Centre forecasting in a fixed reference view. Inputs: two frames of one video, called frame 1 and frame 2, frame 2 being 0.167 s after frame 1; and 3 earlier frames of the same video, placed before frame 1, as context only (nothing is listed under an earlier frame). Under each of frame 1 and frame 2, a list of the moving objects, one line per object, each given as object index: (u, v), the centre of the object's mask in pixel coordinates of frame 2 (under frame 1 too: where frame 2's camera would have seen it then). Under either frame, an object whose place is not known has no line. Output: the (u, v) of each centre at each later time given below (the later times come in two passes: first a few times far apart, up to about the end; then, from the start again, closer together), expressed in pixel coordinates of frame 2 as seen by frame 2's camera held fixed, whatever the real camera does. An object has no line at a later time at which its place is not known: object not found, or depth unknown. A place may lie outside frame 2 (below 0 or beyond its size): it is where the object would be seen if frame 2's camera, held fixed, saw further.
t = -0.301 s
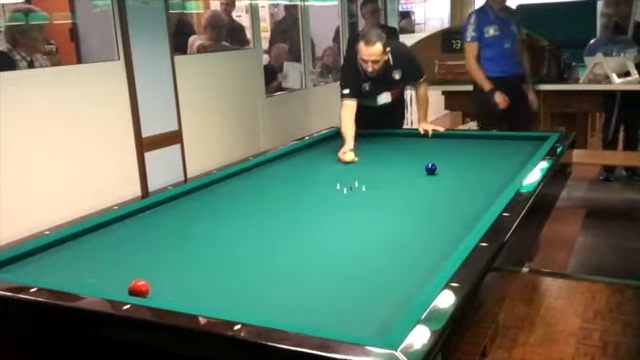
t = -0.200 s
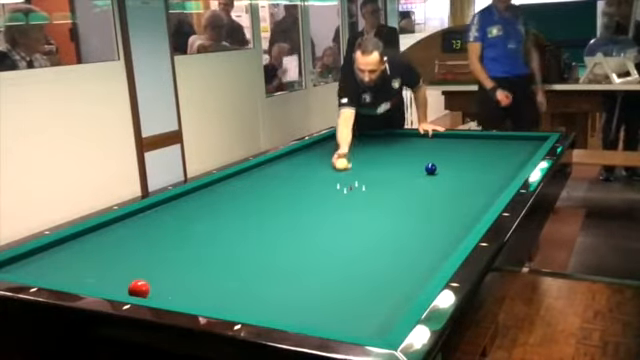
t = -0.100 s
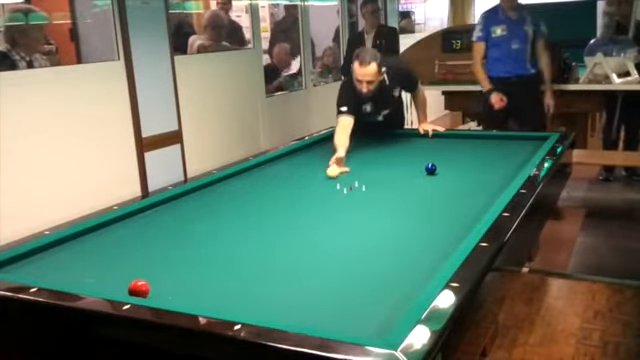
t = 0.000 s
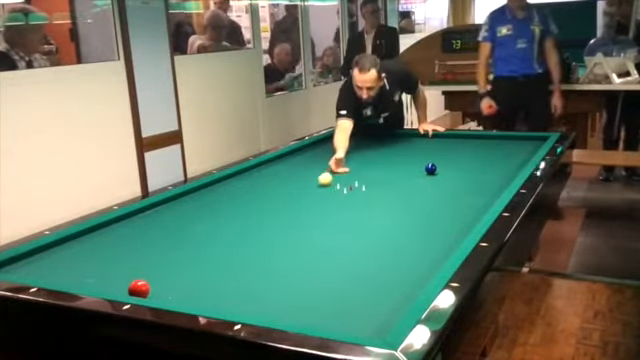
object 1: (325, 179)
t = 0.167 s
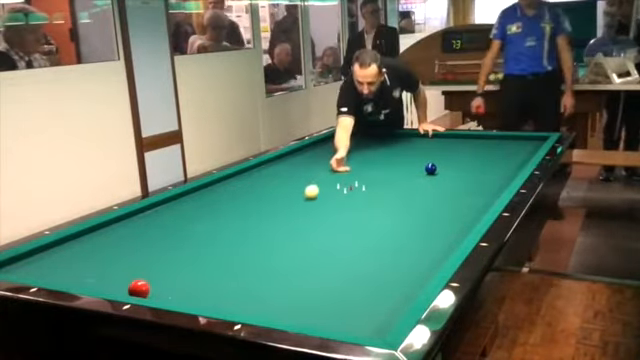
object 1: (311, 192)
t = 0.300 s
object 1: (300, 203)
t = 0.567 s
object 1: (272, 229)
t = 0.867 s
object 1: (229, 270)
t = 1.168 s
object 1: (226, 287)
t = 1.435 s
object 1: (280, 263)
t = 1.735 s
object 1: (325, 244)
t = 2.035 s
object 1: (363, 228)
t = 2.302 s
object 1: (393, 216)
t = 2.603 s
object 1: (422, 203)
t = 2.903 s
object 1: (446, 193)
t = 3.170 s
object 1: (467, 185)
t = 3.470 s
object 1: (487, 176)
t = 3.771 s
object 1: (504, 168)
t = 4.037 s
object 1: (519, 162)
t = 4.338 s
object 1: (527, 154)
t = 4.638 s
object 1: (528, 150)
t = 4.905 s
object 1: (529, 145)
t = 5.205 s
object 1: (530, 141)
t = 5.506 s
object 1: (529, 137)
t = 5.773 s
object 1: (524, 139)
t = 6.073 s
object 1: (518, 141)
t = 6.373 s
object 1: (512, 143)
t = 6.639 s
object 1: (507, 145)
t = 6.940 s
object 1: (502, 147)
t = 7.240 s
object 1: (496, 149)
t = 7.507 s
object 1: (492, 150)
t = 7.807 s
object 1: (487, 152)
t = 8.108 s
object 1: (482, 154)
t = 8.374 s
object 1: (477, 155)
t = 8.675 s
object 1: (473, 157)
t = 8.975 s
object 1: (469, 158)
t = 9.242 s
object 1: (466, 159)
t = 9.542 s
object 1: (462, 160)
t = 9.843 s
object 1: (459, 161)
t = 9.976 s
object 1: (458, 162)
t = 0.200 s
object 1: (308, 194)
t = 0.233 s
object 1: (306, 197)
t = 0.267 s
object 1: (303, 200)
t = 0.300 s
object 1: (300, 203)
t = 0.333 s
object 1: (296, 206)
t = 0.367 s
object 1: (293, 208)
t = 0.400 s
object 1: (290, 212)
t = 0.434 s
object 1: (287, 215)
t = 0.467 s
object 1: (283, 218)
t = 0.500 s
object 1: (279, 222)
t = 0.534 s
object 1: (275, 226)
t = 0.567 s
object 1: (272, 229)
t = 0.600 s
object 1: (268, 234)
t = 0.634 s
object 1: (263, 237)
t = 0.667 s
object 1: (259, 241)
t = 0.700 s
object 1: (255, 245)
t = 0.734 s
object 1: (250, 250)
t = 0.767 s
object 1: (245, 254)
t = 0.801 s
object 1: (240, 259)
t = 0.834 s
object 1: (235, 264)
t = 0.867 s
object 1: (229, 270)
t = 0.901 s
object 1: (223, 275)
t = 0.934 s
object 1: (218, 281)
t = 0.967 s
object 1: (211, 287)
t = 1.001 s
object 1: (204, 293)
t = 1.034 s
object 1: (198, 297)
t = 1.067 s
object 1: (198, 298)
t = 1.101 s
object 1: (209, 296)
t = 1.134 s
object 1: (218, 292)
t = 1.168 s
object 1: (226, 287)
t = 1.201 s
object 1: (235, 284)
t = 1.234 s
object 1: (242, 280)
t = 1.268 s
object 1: (250, 276)
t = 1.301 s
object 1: (257, 273)
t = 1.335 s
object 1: (263, 270)
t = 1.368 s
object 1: (269, 268)
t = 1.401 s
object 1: (275, 265)
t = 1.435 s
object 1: (280, 263)
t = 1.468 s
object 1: (286, 261)
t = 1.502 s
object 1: (291, 258)
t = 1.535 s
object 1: (296, 256)
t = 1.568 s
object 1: (301, 254)
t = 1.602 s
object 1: (306, 252)
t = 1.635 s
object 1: (311, 250)
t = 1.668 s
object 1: (316, 248)
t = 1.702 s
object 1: (321, 246)
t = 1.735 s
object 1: (325, 244)
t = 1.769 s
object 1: (330, 242)
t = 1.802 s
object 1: (335, 240)
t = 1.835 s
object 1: (339, 238)
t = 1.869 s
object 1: (343, 236)
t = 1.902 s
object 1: (348, 235)
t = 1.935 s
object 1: (352, 233)
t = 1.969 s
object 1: (355, 231)
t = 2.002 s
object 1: (360, 229)
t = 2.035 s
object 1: (363, 228)
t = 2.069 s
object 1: (368, 226)
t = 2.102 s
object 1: (371, 225)
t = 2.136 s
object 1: (375, 223)
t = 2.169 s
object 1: (379, 222)
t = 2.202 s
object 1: (382, 220)
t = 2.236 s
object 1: (386, 219)
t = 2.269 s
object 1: (389, 217)
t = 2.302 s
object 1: (393, 216)
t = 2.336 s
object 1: (396, 214)
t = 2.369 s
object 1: (399, 213)
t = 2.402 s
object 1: (403, 211)
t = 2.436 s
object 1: (406, 210)
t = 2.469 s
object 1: (409, 209)
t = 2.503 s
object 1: (412, 207)
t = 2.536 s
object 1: (415, 206)
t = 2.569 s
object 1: (419, 205)
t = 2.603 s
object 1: (422, 203)
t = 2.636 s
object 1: (424, 202)
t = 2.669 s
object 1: (427, 201)
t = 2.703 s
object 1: (430, 200)
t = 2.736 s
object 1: (433, 198)
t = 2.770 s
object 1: (436, 197)
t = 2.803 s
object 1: (439, 196)
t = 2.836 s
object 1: (441, 195)
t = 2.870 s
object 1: (444, 194)
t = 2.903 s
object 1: (446, 193)
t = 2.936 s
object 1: (449, 192)
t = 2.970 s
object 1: (452, 191)
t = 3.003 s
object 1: (454, 190)
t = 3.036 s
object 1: (457, 188)
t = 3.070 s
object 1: (459, 187)
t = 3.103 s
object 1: (462, 186)
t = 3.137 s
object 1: (464, 185)
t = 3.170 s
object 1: (467, 185)
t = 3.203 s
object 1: (469, 183)
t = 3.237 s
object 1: (471, 182)
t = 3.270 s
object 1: (474, 181)
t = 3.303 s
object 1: (476, 181)
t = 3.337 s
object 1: (478, 179)
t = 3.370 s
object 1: (480, 179)
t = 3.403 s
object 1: (483, 178)
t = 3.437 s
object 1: (485, 177)
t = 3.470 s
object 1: (487, 176)
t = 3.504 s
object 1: (489, 175)
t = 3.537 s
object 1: (491, 174)
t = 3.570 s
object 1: (493, 173)
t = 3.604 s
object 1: (495, 172)
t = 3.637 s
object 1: (497, 171)
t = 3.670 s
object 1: (498, 171)
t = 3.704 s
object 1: (501, 170)
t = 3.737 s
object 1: (503, 169)
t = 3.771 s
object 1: (504, 168)
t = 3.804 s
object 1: (506, 167)
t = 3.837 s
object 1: (508, 166)
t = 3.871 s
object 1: (510, 165)
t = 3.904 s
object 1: (512, 165)
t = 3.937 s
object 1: (514, 164)
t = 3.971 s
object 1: (515, 163)
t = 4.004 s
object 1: (517, 162)
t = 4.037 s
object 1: (519, 162)
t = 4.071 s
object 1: (520, 161)
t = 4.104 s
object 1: (522, 160)
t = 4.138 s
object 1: (523, 159)
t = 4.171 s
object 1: (524, 158)
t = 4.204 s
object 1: (526, 157)
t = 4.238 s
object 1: (526, 157)
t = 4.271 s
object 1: (526, 156)
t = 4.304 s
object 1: (526, 155)
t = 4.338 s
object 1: (527, 154)
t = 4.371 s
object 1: (527, 154)
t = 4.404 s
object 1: (527, 154)
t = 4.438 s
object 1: (527, 153)
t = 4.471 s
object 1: (528, 152)
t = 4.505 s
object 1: (528, 152)
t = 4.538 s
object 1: (528, 151)
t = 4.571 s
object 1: (528, 151)
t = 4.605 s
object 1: (528, 150)
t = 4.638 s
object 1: (528, 150)
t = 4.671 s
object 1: (529, 149)
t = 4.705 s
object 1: (529, 149)
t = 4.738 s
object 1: (529, 148)
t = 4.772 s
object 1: (529, 147)
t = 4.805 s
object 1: (529, 147)
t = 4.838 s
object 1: (529, 147)
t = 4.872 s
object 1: (529, 146)
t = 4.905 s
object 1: (529, 145)
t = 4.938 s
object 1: (529, 145)
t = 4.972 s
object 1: (530, 144)
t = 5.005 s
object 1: (530, 144)
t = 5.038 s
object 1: (530, 143)
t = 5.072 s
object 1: (530, 142)
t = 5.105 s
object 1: (530, 142)
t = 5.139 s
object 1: (530, 142)
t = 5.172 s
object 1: (530, 141)
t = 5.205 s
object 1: (530, 141)
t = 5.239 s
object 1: (530, 140)
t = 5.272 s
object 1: (530, 140)
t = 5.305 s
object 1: (530, 139)
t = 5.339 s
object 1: (530, 139)
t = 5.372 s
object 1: (530, 138)
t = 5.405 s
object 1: (530, 137)
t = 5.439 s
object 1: (530, 137)
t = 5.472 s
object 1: (530, 137)
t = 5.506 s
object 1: (529, 137)
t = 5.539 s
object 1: (529, 137)
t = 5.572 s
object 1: (528, 138)
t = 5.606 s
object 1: (528, 138)
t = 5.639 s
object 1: (527, 138)
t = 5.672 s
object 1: (526, 138)
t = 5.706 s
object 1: (526, 138)
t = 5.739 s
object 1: (525, 138)
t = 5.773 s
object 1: (524, 139)
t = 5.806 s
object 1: (523, 139)
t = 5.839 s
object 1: (523, 139)
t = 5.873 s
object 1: (522, 140)
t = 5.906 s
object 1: (521, 140)
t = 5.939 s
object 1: (521, 140)
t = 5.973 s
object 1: (520, 140)
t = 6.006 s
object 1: (520, 141)
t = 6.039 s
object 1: (519, 141)
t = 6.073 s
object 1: (518, 141)
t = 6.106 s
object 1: (518, 141)
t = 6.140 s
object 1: (517, 141)
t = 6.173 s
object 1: (516, 141)
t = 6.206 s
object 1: (516, 142)
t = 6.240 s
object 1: (515, 142)
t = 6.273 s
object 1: (514, 142)
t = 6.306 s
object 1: (514, 143)
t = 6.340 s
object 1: (513, 143)
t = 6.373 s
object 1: (512, 143)
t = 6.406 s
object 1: (512, 143)
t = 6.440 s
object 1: (511, 143)
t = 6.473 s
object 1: (511, 144)
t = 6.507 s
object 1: (510, 144)
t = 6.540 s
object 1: (509, 144)
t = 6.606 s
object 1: (508, 145)
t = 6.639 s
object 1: (507, 145)
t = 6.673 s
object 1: (506, 145)
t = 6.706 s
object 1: (506, 145)
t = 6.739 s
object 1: (505, 145)
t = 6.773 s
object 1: (505, 146)
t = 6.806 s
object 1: (504, 146)
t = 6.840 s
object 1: (504, 146)
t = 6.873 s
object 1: (503, 146)
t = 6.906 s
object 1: (503, 146)
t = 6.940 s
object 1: (502, 147)
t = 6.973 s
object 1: (501, 147)
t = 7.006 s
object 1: (500, 147)
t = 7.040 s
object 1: (500, 147)
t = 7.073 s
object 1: (499, 148)
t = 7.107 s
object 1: (499, 148)
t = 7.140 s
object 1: (498, 148)
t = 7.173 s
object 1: (498, 148)
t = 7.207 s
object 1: (497, 148)
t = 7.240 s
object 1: (496, 149)
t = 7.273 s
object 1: (496, 149)
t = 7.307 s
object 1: (495, 149)
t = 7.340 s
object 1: (495, 149)
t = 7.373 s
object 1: (494, 149)
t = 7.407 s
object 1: (493, 150)
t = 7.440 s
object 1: (493, 150)
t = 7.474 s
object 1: (492, 150)
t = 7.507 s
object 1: (492, 150)
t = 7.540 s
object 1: (491, 150)
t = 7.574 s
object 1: (490, 151)
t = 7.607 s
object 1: (490, 151)
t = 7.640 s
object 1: (489, 151)
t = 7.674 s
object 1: (489, 151)
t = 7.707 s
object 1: (488, 151)
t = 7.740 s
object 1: (488, 152)
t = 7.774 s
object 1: (487, 152)
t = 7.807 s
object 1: (487, 152)
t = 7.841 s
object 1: (486, 152)
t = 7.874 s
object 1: (485, 152)
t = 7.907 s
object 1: (485, 153)
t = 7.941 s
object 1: (484, 153)
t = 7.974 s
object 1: (484, 153)
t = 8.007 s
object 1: (483, 153)
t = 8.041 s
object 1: (483, 153)
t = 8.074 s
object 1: (482, 154)
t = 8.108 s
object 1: (482, 154)
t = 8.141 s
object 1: (481, 154)
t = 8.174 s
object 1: (481, 154)
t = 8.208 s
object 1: (480, 154)
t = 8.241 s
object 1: (480, 154)
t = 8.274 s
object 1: (479, 154)
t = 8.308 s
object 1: (478, 154)
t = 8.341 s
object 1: (478, 155)
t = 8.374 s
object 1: (477, 155)
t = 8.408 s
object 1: (477, 155)
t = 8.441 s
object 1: (476, 156)
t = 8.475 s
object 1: (476, 156)
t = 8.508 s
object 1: (476, 156)
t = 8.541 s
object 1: (475, 156)
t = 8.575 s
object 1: (474, 156)
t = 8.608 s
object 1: (474, 157)
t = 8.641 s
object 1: (473, 156)
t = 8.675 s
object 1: (473, 157)
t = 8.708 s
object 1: (473, 157)
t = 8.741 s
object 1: (472, 157)
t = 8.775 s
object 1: (472, 157)
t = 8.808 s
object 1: (471, 157)
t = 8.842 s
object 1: (471, 157)
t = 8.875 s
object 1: (470, 158)
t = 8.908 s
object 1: (470, 158)
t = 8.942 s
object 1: (469, 158)
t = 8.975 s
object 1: (469, 158)
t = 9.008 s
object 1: (468, 158)
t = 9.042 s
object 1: (468, 158)
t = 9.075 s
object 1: (468, 158)
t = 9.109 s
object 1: (467, 158)
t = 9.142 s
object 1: (467, 159)
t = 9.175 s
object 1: (467, 159)
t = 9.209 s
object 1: (466, 159)
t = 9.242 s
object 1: (466, 159)
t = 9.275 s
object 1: (465, 159)
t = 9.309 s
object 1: (465, 159)
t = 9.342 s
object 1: (465, 159)
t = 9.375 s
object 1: (464, 160)
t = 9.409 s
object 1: (464, 160)
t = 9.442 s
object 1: (463, 160)
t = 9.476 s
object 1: (463, 160)
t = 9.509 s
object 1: (463, 160)
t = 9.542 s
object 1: (462, 160)
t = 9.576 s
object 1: (462, 160)
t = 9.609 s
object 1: (462, 160)
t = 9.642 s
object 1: (461, 161)
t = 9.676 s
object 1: (461, 161)
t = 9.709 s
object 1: (460, 161)
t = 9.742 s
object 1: (460, 161)
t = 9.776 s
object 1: (460, 161)
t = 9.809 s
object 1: (459, 161)
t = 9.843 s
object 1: (459, 161)
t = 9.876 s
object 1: (459, 161)
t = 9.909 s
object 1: (459, 161)
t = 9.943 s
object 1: (459, 161)
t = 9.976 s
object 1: (458, 162)
